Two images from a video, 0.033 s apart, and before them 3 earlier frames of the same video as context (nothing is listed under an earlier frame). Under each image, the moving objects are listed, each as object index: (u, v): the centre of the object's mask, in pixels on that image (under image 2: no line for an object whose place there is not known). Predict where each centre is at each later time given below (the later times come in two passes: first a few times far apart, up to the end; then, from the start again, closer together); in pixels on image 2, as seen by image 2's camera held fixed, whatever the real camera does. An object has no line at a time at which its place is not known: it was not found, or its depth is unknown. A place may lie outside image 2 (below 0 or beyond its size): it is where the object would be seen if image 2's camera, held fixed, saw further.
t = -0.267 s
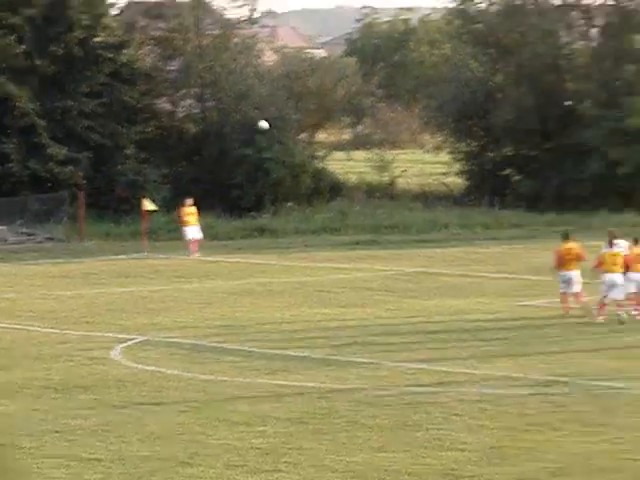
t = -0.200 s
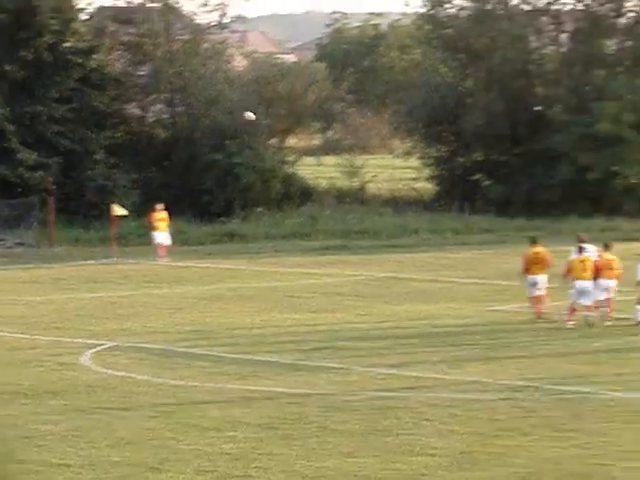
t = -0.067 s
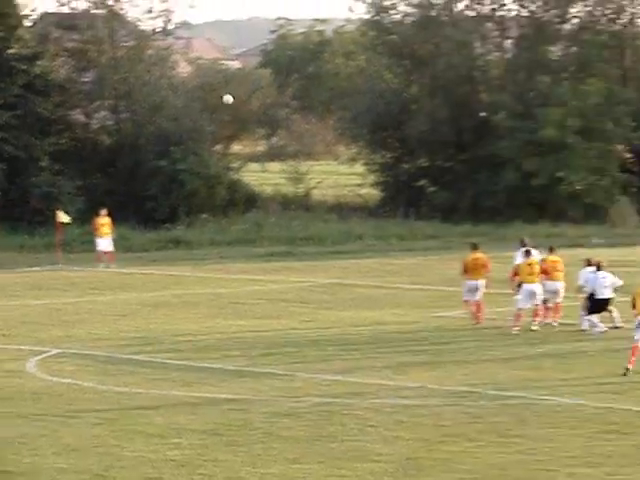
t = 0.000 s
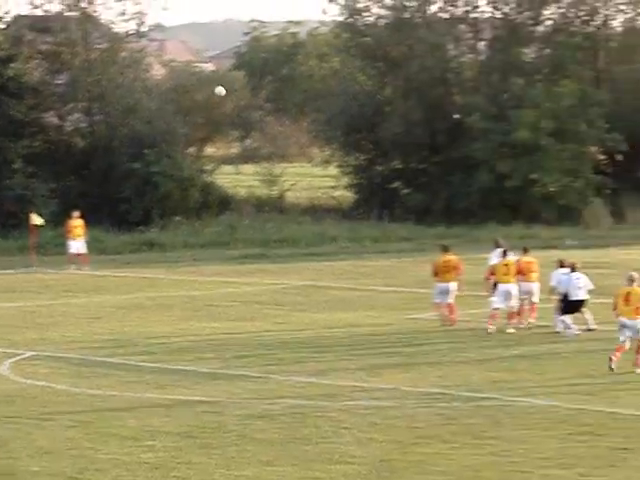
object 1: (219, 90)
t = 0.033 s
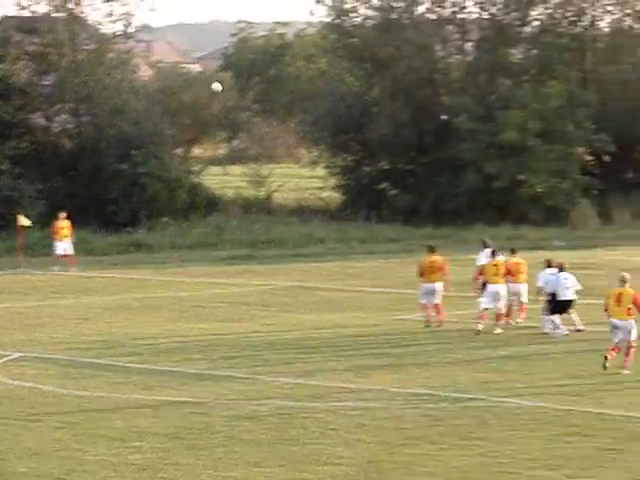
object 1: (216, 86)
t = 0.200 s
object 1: (265, 68)
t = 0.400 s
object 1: (330, 55)
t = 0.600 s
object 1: (402, 56)
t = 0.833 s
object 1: (495, 76)
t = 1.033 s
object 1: (586, 109)
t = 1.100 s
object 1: (619, 126)
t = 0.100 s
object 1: (236, 78)
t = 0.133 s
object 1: (245, 74)
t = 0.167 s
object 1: (255, 71)
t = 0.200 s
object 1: (265, 68)
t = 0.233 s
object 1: (276, 64)
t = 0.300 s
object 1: (297, 60)
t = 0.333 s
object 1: (308, 58)
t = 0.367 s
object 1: (320, 56)
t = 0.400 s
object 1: (330, 55)
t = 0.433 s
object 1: (342, 55)
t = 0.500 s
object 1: (365, 55)
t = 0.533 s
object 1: (377, 55)
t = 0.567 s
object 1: (389, 56)
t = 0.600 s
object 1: (402, 56)
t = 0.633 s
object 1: (414, 58)
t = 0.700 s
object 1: (440, 62)
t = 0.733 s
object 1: (454, 65)
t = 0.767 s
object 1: (467, 68)
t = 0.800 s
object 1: (481, 72)
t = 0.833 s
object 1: (495, 76)
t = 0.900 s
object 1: (525, 85)
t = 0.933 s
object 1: (540, 91)
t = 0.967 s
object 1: (555, 97)
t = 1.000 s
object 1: (570, 103)
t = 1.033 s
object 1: (586, 109)
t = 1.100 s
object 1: (619, 126)
